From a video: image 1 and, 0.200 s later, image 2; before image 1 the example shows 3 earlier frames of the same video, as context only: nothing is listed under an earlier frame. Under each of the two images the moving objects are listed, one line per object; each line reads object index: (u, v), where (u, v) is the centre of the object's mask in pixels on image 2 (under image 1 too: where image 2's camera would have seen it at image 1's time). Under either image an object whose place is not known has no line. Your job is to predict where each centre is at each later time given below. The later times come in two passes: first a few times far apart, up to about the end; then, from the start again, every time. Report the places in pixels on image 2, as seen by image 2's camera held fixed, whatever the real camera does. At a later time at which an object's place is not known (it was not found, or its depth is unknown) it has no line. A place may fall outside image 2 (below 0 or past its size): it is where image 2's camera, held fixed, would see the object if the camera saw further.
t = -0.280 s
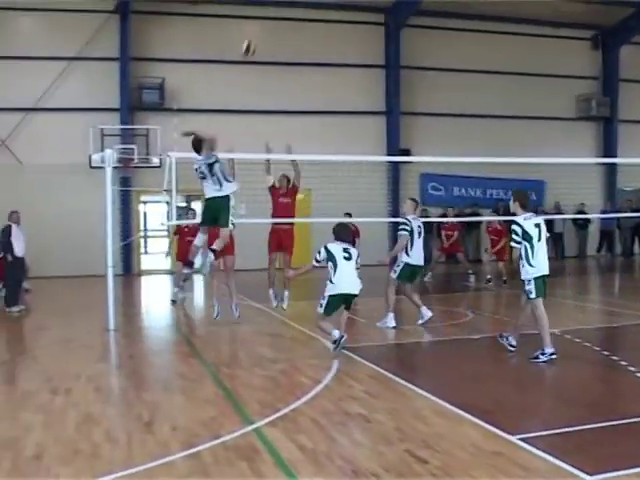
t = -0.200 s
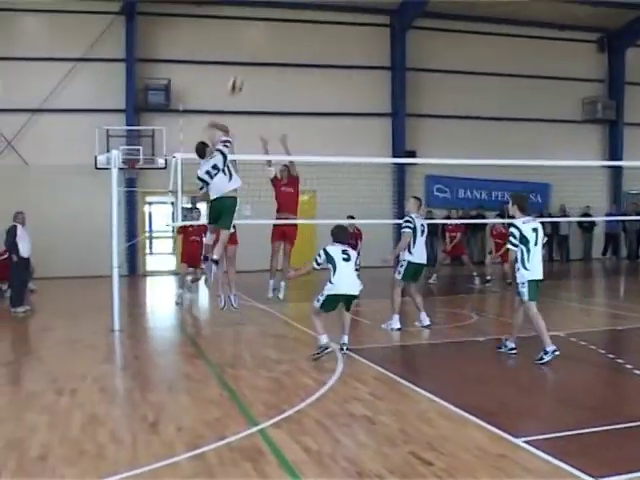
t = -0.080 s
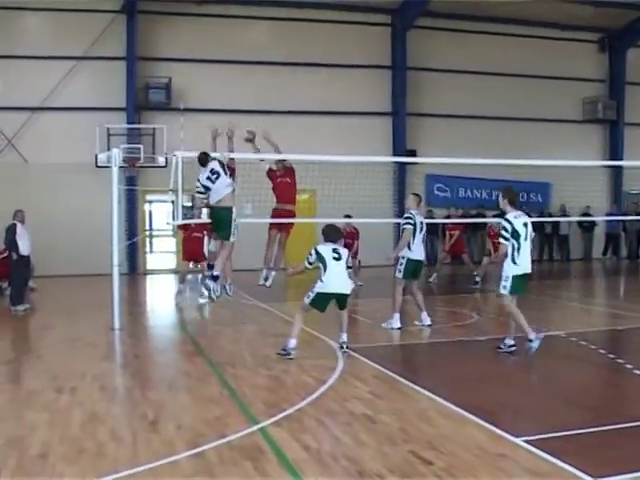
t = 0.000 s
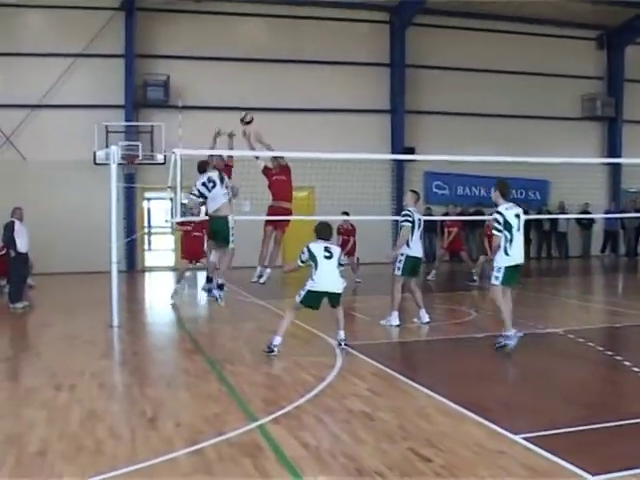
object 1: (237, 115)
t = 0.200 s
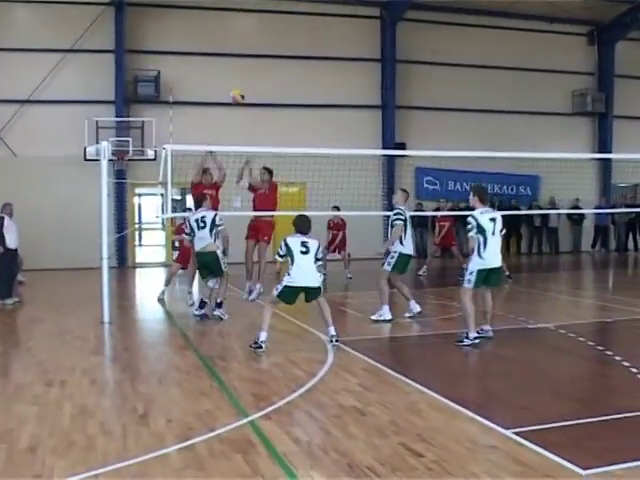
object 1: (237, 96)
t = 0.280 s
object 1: (236, 96)
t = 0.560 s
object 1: (238, 139)
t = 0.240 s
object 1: (237, 97)
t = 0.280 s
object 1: (236, 96)
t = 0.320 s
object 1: (236, 99)
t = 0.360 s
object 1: (236, 102)
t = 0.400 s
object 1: (236, 106)
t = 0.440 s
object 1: (237, 112)
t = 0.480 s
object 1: (237, 122)
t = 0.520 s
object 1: (236, 129)
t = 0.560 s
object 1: (238, 139)
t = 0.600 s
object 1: (238, 152)
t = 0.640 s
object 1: (237, 164)
